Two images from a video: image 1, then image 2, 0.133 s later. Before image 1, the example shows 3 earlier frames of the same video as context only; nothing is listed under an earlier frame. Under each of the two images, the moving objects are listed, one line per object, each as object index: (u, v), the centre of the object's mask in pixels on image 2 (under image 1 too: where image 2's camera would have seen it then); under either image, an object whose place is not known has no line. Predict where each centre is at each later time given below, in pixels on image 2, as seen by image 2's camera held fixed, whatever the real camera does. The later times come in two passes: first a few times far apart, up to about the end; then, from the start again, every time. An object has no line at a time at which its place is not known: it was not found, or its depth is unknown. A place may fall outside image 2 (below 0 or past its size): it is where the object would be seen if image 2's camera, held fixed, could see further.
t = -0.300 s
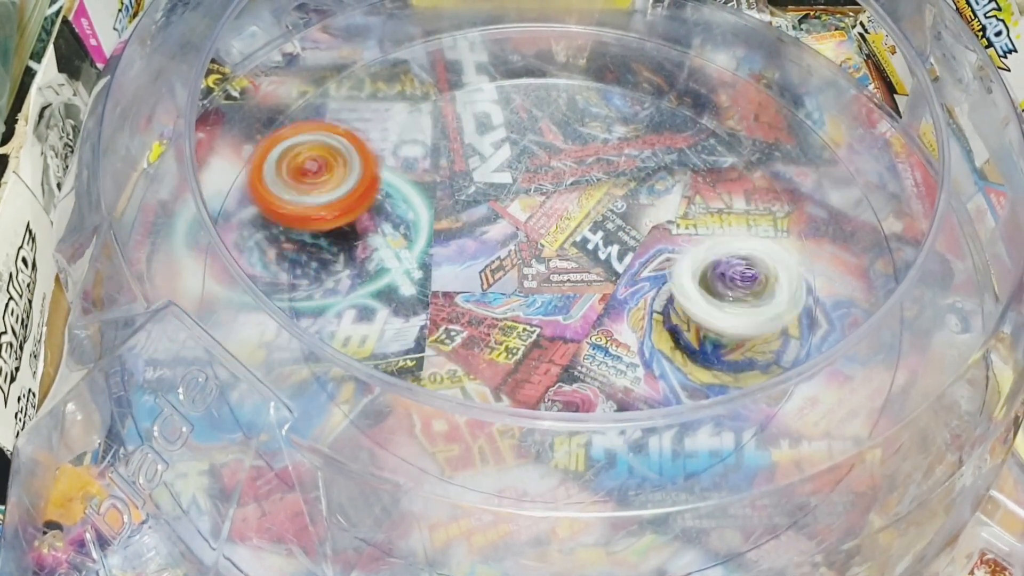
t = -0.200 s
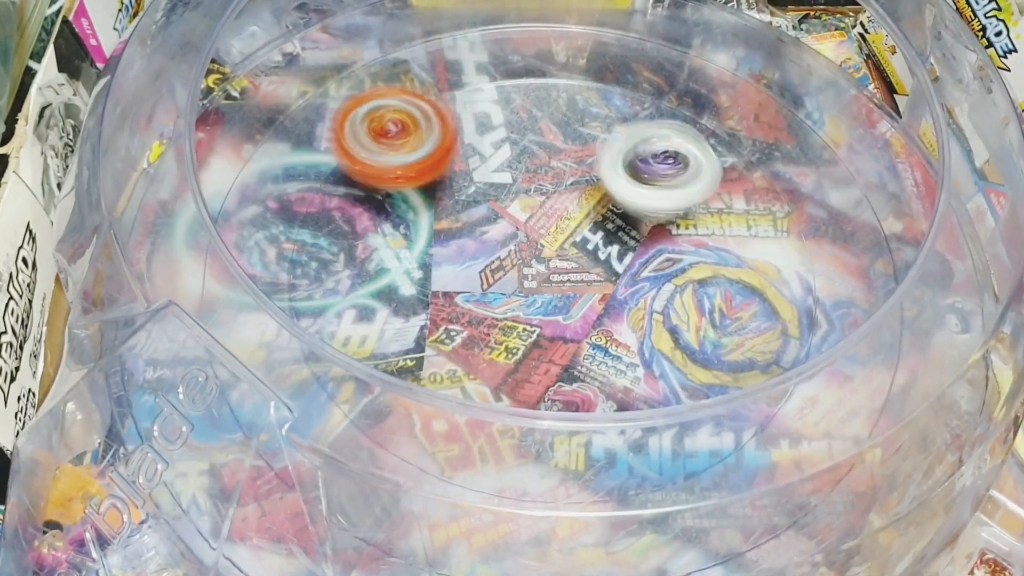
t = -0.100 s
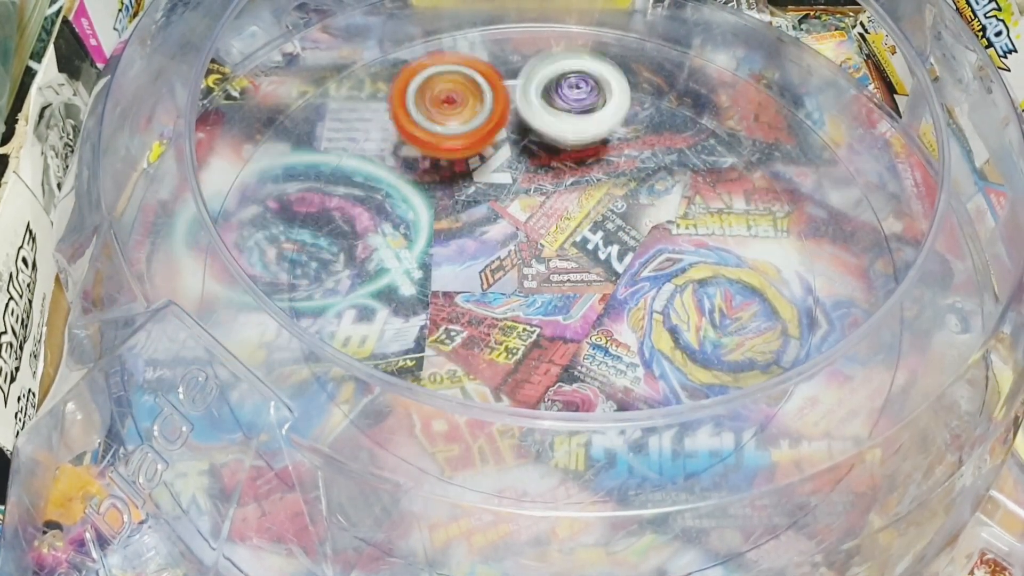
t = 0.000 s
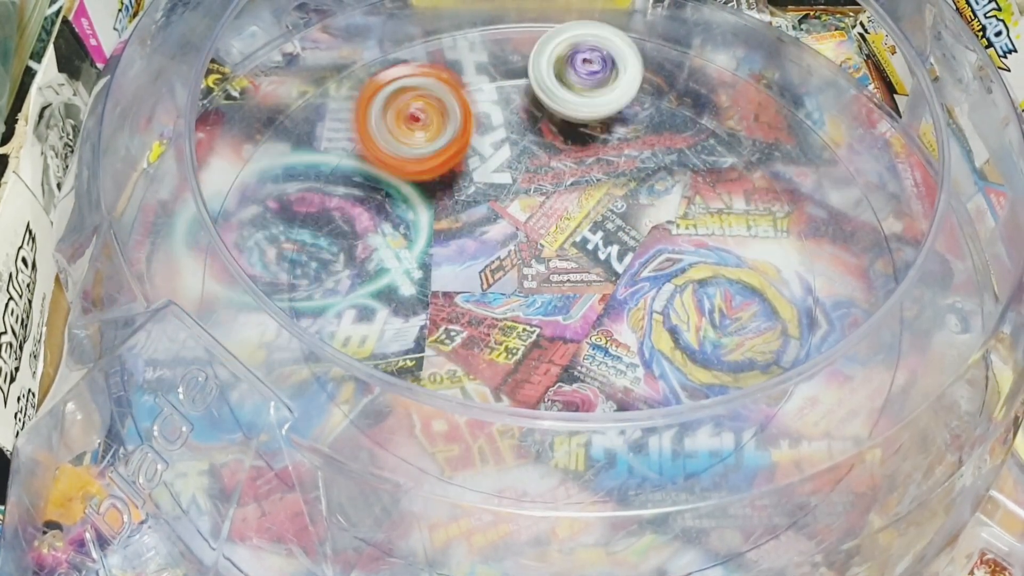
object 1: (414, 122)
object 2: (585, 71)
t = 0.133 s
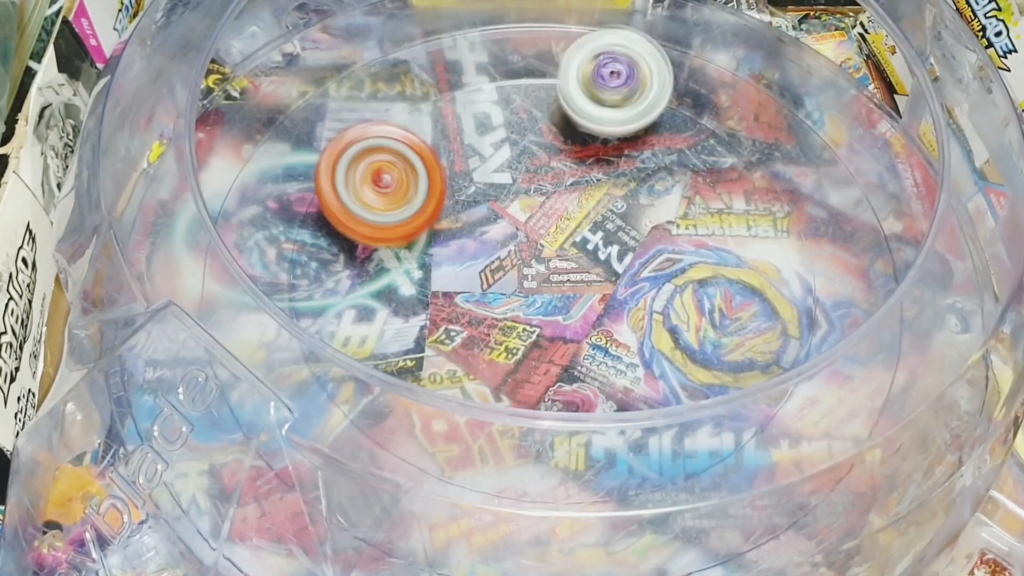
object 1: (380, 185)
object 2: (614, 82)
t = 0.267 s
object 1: (418, 226)
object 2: (593, 136)
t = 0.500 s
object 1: (478, 285)
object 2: (622, 229)
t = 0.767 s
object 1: (536, 332)
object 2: (656, 248)
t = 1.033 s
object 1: (560, 358)
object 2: (599, 251)
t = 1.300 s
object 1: (575, 328)
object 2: (521, 242)
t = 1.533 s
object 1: (646, 268)
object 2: (457, 270)
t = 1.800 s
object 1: (730, 175)
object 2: (533, 278)
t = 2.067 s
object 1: (705, 176)
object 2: (580, 247)
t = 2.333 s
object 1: (708, 153)
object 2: (502, 309)
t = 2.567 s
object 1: (601, 204)
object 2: (568, 310)
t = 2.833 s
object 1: (401, 184)
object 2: (610, 276)
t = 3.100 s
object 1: (360, 185)
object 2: (588, 235)
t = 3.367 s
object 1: (445, 232)
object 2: (560, 220)
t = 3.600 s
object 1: (581, 351)
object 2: (591, 209)
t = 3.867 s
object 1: (715, 416)
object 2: (583, 252)
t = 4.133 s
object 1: (680, 357)
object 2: (587, 290)
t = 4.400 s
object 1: (643, 227)
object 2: (494, 275)
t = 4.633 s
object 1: (607, 108)
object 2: (502, 281)
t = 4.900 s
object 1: (552, 99)
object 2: (540, 261)
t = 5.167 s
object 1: (471, 150)
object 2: (632, 282)
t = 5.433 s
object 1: (422, 258)
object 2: (648, 233)
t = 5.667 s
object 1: (467, 348)
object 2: (584, 223)
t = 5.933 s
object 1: (582, 371)
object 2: (509, 262)
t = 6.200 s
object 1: (676, 300)
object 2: (523, 290)
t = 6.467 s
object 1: (683, 203)
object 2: (554, 281)
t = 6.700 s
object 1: (614, 153)
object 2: (575, 263)
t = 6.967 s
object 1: (508, 167)
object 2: (589, 247)
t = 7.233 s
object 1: (441, 247)
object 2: (583, 244)
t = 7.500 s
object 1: (486, 328)
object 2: (560, 249)
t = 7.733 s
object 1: (581, 345)
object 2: (543, 246)
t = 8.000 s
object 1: (666, 282)
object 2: (531, 238)
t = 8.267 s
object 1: (651, 203)
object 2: (541, 245)
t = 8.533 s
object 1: (571, 158)
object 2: (543, 274)
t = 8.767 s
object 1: (499, 192)
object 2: (551, 287)
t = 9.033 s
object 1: (472, 287)
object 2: (612, 296)
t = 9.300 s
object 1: (553, 347)
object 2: (632, 261)
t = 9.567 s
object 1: (633, 312)
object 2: (563, 221)
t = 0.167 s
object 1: (385, 198)
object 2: (612, 94)
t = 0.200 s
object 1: (394, 210)
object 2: (607, 106)
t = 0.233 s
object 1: (405, 219)
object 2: (600, 121)
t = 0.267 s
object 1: (418, 226)
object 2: (593, 136)
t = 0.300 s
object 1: (432, 233)
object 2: (587, 153)
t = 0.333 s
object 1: (448, 240)
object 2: (579, 173)
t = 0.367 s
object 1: (466, 246)
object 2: (573, 193)
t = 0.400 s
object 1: (468, 257)
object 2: (585, 204)
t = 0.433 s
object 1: (469, 271)
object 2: (598, 213)
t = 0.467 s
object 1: (473, 279)
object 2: (610, 222)
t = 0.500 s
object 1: (478, 285)
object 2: (622, 229)
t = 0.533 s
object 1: (484, 291)
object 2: (632, 235)
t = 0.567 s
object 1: (491, 297)
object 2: (642, 239)
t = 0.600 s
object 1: (498, 303)
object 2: (651, 241)
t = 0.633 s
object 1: (505, 308)
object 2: (659, 242)
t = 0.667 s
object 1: (513, 314)
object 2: (663, 243)
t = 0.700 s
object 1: (521, 319)
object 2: (664, 244)
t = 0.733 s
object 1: (528, 325)
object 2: (661, 245)
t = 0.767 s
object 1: (536, 332)
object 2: (656, 248)
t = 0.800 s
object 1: (542, 337)
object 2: (648, 251)
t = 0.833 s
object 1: (549, 342)
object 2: (639, 255)
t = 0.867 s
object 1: (554, 345)
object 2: (631, 258)
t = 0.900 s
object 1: (556, 352)
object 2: (625, 259)
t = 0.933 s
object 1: (555, 357)
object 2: (620, 255)
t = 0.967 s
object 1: (557, 359)
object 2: (613, 252)
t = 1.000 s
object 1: (559, 359)
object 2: (606, 251)
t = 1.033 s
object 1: (560, 358)
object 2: (599, 251)
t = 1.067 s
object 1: (561, 354)
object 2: (590, 252)
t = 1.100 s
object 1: (563, 351)
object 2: (582, 252)
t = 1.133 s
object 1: (563, 349)
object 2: (574, 250)
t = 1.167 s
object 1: (564, 346)
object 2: (565, 248)
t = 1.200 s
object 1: (566, 344)
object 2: (556, 245)
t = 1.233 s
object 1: (569, 341)
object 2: (546, 241)
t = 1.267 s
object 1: (572, 335)
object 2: (533, 240)
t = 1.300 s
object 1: (575, 328)
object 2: (521, 242)
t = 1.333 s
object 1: (586, 325)
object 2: (505, 240)
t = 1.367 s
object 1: (601, 320)
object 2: (485, 238)
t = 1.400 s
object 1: (612, 313)
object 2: (469, 241)
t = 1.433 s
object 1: (621, 304)
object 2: (459, 249)
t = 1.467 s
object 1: (629, 293)
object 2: (453, 257)
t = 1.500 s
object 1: (638, 280)
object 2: (453, 265)
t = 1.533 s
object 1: (646, 268)
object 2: (457, 270)
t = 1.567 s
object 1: (656, 255)
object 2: (465, 275)
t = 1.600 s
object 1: (667, 241)
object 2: (475, 279)
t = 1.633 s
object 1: (678, 228)
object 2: (485, 282)
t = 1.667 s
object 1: (690, 214)
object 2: (495, 282)
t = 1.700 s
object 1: (703, 203)
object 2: (505, 283)
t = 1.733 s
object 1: (715, 191)
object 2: (515, 282)
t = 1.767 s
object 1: (725, 182)
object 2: (524, 281)
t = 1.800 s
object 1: (730, 175)
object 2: (533, 278)
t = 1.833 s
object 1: (733, 170)
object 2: (542, 276)
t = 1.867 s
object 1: (733, 167)
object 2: (550, 272)
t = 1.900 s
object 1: (731, 166)
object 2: (557, 267)
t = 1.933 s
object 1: (728, 166)
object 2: (564, 263)
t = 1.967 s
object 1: (724, 168)
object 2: (569, 258)
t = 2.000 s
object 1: (719, 170)
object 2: (573, 254)
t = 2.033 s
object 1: (712, 173)
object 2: (576, 250)
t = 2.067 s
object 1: (705, 176)
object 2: (580, 247)
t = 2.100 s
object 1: (697, 180)
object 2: (585, 243)
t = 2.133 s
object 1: (696, 178)
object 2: (578, 245)
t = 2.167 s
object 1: (714, 162)
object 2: (547, 259)
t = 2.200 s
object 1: (723, 152)
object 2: (522, 270)
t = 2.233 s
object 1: (723, 148)
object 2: (505, 280)
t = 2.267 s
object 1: (719, 148)
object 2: (498, 291)
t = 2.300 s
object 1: (714, 150)
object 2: (497, 301)
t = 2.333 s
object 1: (708, 153)
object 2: (502, 309)
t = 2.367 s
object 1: (701, 157)
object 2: (512, 315)
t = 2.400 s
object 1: (693, 161)
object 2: (524, 319)
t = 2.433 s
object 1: (682, 168)
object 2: (531, 320)
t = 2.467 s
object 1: (667, 175)
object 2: (541, 320)
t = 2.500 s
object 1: (648, 185)
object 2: (551, 318)
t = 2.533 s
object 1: (627, 194)
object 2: (561, 314)
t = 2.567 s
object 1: (601, 204)
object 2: (568, 310)
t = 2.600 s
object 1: (576, 208)
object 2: (573, 304)
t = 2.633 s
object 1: (545, 212)
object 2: (581, 307)
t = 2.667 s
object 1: (519, 214)
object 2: (589, 307)
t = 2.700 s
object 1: (493, 210)
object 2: (598, 303)
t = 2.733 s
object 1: (470, 204)
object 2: (605, 296)
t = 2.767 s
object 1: (446, 200)
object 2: (610, 288)
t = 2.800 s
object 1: (423, 191)
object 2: (610, 281)
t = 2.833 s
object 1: (401, 184)
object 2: (610, 276)
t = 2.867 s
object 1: (383, 178)
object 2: (610, 270)
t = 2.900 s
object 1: (369, 173)
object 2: (610, 265)
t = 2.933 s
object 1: (360, 172)
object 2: (609, 258)
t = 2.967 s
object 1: (354, 173)
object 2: (605, 252)
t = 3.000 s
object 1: (351, 176)
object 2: (600, 246)
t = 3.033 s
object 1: (351, 178)
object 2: (596, 242)
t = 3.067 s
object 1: (354, 181)
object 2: (591, 239)
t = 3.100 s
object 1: (360, 185)
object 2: (588, 235)
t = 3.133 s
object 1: (366, 189)
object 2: (584, 231)
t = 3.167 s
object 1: (373, 192)
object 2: (578, 229)
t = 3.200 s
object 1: (382, 195)
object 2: (572, 226)
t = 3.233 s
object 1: (393, 200)
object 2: (568, 225)
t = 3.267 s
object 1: (405, 205)
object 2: (565, 224)
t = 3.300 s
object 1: (418, 212)
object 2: (562, 223)
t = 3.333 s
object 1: (432, 220)
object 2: (557, 221)
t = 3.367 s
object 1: (445, 232)
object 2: (560, 220)
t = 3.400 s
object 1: (461, 250)
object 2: (572, 215)
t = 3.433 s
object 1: (481, 268)
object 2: (585, 209)
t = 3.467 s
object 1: (503, 287)
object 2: (591, 204)
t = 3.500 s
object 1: (524, 303)
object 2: (593, 200)
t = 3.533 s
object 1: (543, 319)
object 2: (592, 202)
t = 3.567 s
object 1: (562, 335)
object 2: (592, 205)
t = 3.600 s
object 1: (581, 351)
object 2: (591, 209)
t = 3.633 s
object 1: (600, 364)
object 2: (591, 212)
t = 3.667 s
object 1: (618, 372)
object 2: (587, 216)
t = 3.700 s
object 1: (638, 379)
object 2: (584, 222)
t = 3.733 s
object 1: (662, 398)
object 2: (583, 228)
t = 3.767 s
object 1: (681, 405)
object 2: (584, 234)
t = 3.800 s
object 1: (697, 418)
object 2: (585, 239)
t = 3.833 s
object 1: (708, 418)
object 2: (584, 245)
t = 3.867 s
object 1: (715, 416)
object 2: (583, 252)
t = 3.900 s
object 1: (716, 415)
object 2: (586, 260)
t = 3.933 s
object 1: (715, 414)
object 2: (589, 267)
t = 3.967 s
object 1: (711, 399)
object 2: (590, 272)
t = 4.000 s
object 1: (707, 392)
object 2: (589, 277)
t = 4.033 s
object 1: (701, 383)
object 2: (589, 283)
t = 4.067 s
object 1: (693, 368)
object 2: (589, 287)
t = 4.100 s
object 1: (688, 363)
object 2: (590, 288)
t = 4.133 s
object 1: (680, 357)
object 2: (587, 290)
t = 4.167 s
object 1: (682, 348)
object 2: (575, 284)
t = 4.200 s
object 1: (682, 333)
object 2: (560, 278)
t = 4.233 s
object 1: (677, 315)
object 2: (547, 273)
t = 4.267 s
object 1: (671, 296)
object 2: (532, 269)
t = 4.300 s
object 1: (665, 279)
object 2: (518, 269)
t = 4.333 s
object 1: (658, 263)
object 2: (507, 270)
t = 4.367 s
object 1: (651, 244)
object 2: (501, 272)
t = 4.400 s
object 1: (643, 227)
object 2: (494, 275)
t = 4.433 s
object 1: (639, 209)
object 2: (491, 278)
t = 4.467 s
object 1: (634, 189)
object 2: (490, 282)
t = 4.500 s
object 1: (630, 172)
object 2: (492, 281)
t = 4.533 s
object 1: (625, 153)
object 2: (491, 282)
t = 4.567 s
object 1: (619, 135)
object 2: (495, 283)
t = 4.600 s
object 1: (614, 119)
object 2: (500, 284)
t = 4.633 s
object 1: (607, 108)
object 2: (502, 281)
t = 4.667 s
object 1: (599, 99)
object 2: (505, 281)
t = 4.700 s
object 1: (592, 91)
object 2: (511, 279)
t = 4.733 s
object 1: (585, 87)
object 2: (516, 277)
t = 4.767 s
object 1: (575, 85)
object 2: (518, 275)
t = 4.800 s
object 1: (568, 85)
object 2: (524, 273)
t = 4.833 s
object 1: (562, 88)
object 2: (531, 270)
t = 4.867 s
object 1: (555, 93)
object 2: (535, 265)
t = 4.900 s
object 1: (552, 99)
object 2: (540, 261)
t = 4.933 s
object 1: (549, 107)
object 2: (548, 256)
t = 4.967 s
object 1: (543, 119)
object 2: (555, 248)
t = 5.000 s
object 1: (537, 128)
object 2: (557, 242)
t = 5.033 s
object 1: (529, 139)
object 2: (563, 240)
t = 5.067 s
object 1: (515, 145)
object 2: (578, 251)
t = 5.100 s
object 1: (497, 140)
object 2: (595, 265)
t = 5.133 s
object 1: (484, 143)
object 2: (614, 278)
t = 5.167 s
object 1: (471, 150)
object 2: (632, 282)
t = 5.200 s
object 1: (461, 162)
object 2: (641, 279)
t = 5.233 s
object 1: (451, 176)
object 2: (649, 276)
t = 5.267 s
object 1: (442, 188)
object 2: (656, 266)
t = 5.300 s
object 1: (436, 201)
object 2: (657, 257)
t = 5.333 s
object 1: (429, 215)
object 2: (659, 249)
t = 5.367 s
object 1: (424, 229)
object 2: (659, 241)
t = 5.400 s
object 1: (423, 244)
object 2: (651, 236)
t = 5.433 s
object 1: (422, 258)
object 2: (648, 233)
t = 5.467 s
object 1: (423, 273)
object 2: (641, 228)
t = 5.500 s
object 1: (426, 289)
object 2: (632, 226)
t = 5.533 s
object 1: (431, 302)
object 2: (625, 224)
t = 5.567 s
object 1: (438, 316)
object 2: (613, 222)
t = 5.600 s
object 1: (445, 328)
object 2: (604, 222)
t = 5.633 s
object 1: (456, 340)
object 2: (596, 222)
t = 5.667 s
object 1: (467, 348)
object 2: (584, 223)
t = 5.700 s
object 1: (481, 356)
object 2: (573, 224)
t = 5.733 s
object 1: (494, 360)
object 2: (564, 225)
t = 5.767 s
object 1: (509, 365)
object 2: (550, 230)
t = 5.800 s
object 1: (524, 369)
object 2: (539, 236)
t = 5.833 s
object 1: (538, 372)
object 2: (530, 241)
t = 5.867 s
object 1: (554, 373)
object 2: (520, 248)
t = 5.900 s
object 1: (570, 372)
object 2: (516, 255)
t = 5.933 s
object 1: (582, 371)
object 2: (509, 262)
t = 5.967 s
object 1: (600, 366)
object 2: (508, 269)
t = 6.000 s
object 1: (613, 361)
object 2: (509, 274)
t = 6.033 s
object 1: (626, 355)
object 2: (509, 280)
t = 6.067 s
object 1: (637, 346)
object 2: (512, 283)
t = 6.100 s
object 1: (651, 335)
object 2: (514, 285)
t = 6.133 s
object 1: (661, 324)
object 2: (517, 288)
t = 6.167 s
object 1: (668, 313)
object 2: (522, 289)
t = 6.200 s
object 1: (676, 300)
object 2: (523, 290)
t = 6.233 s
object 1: (682, 287)
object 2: (528, 291)
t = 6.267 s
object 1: (689, 274)
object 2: (531, 289)
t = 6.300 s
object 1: (691, 263)
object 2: (535, 290)
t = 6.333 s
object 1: (694, 250)
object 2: (542, 288)
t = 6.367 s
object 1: (692, 238)
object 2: (543, 287)
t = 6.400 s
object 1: (691, 225)
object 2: (548, 285)
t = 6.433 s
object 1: (688, 214)
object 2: (552, 282)
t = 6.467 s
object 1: (683, 203)
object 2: (554, 281)
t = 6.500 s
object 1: (677, 192)
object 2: (559, 278)
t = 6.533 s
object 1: (668, 183)
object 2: (560, 276)
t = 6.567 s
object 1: (660, 175)
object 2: (564, 274)
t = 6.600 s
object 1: (649, 169)
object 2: (568, 270)
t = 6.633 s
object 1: (638, 164)
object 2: (570, 269)
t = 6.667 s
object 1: (625, 157)
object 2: (575, 266)
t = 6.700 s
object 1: (614, 153)
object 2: (575, 263)
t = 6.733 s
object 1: (601, 151)
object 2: (578, 262)
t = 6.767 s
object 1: (586, 148)
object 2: (581, 258)
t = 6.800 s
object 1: (573, 149)
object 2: (582, 257)
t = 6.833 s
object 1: (561, 149)
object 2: (585, 254)
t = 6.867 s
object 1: (547, 152)
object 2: (584, 252)
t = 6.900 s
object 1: (533, 156)
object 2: (587, 251)
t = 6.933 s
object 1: (520, 160)
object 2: (588, 248)
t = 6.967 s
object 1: (508, 167)
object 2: (589, 247)
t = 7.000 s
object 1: (497, 175)
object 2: (591, 245)
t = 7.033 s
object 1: (485, 184)
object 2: (589, 245)
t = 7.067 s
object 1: (476, 194)
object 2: (590, 244)
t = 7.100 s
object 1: (466, 204)
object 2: (588, 243)
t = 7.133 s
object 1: (457, 215)
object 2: (587, 243)
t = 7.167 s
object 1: (448, 225)
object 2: (587, 242)
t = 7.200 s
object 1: (444, 235)
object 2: (584, 244)
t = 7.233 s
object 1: (441, 247)
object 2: (583, 244)
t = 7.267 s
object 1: (440, 258)
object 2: (579, 244)
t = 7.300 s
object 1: (441, 270)
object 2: (577, 246)
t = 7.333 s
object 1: (443, 280)
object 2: (575, 245)
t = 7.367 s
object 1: (448, 291)
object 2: (572, 246)
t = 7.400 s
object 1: (454, 301)
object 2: (571, 247)
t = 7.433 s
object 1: (463, 312)
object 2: (566, 249)
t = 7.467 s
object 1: (473, 319)
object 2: (563, 250)
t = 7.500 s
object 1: (486, 328)
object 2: (560, 249)
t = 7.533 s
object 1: (497, 335)
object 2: (557, 250)
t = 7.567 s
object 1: (512, 341)
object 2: (557, 250)
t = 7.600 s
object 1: (523, 344)
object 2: (551, 251)
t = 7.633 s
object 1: (537, 347)
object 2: (550, 250)
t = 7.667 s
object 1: (551, 345)
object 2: (546, 249)
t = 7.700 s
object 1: (566, 346)
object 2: (544, 249)
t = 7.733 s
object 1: (581, 345)
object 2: (543, 246)
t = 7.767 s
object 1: (598, 342)
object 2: (540, 245)
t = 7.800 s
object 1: (608, 337)
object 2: (540, 245)
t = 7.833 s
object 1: (622, 331)
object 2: (535, 242)
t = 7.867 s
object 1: (631, 322)
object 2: (535, 242)
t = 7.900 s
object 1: (642, 313)
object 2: (533, 239)
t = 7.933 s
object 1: (653, 302)
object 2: (532, 240)
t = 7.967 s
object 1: (661, 292)
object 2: (533, 237)
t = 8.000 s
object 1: (666, 282)
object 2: (531, 238)
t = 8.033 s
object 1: (671, 272)
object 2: (533, 238)
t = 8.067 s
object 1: (672, 261)
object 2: (531, 237)
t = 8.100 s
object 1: (673, 250)
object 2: (533, 239)
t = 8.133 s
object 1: (671, 239)
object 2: (534, 238)
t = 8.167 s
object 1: (668, 230)
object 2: (535, 240)
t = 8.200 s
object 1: (663, 220)
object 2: (538, 240)
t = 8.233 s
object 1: (658, 212)
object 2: (538, 243)
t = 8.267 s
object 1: (651, 203)
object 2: (541, 245)
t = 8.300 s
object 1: (643, 195)
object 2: (540, 246)
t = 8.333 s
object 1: (633, 187)
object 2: (543, 249)
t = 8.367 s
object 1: (622, 180)
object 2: (542, 250)
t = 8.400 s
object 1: (611, 171)
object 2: (539, 258)
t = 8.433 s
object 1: (603, 167)
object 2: (541, 262)
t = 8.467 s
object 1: (592, 162)
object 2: (542, 268)
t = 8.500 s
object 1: (582, 160)
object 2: (544, 271)
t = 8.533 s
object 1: (571, 158)
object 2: (543, 274)
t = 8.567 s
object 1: (561, 160)
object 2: (546, 277)
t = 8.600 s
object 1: (549, 161)
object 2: (546, 278)
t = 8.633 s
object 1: (538, 166)
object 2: (547, 281)
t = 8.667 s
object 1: (528, 169)
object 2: (549, 281)
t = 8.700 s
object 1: (517, 176)
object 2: (550, 284)
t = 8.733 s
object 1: (508, 183)
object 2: (552, 284)
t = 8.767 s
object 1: (499, 192)
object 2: (551, 287)
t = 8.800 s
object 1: (490, 201)
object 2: (554, 288)
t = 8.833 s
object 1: (483, 210)
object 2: (553, 291)
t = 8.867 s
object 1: (478, 221)
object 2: (561, 295)
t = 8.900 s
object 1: (473, 231)
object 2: (563, 296)
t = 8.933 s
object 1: (471, 245)
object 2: (570, 299)
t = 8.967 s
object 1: (470, 257)
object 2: (580, 300)
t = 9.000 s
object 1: (469, 273)
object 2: (597, 301)
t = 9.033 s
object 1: (472, 287)
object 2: (612, 296)
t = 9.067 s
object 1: (479, 301)
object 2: (623, 293)
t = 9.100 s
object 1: (487, 313)
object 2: (629, 286)
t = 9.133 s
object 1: (497, 322)
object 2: (633, 281)
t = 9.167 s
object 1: (507, 331)
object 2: (635, 275)
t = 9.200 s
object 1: (518, 337)
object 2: (634, 272)
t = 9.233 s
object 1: (527, 342)
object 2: (635, 267)
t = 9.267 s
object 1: (541, 346)
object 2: (633, 265)
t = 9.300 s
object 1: (553, 347)
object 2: (632, 261)
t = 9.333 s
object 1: (566, 347)
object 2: (628, 257)
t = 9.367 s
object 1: (580, 345)
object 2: (626, 252)
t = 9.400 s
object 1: (588, 342)
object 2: (619, 249)
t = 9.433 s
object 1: (600, 338)
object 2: (613, 241)
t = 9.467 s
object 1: (611, 333)
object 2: (603, 233)
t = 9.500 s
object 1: (622, 326)
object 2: (593, 226)
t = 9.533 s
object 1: (629, 320)
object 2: (578, 224)
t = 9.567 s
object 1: (633, 312)
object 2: (563, 221)
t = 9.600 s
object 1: (638, 302)
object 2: (547, 222)
